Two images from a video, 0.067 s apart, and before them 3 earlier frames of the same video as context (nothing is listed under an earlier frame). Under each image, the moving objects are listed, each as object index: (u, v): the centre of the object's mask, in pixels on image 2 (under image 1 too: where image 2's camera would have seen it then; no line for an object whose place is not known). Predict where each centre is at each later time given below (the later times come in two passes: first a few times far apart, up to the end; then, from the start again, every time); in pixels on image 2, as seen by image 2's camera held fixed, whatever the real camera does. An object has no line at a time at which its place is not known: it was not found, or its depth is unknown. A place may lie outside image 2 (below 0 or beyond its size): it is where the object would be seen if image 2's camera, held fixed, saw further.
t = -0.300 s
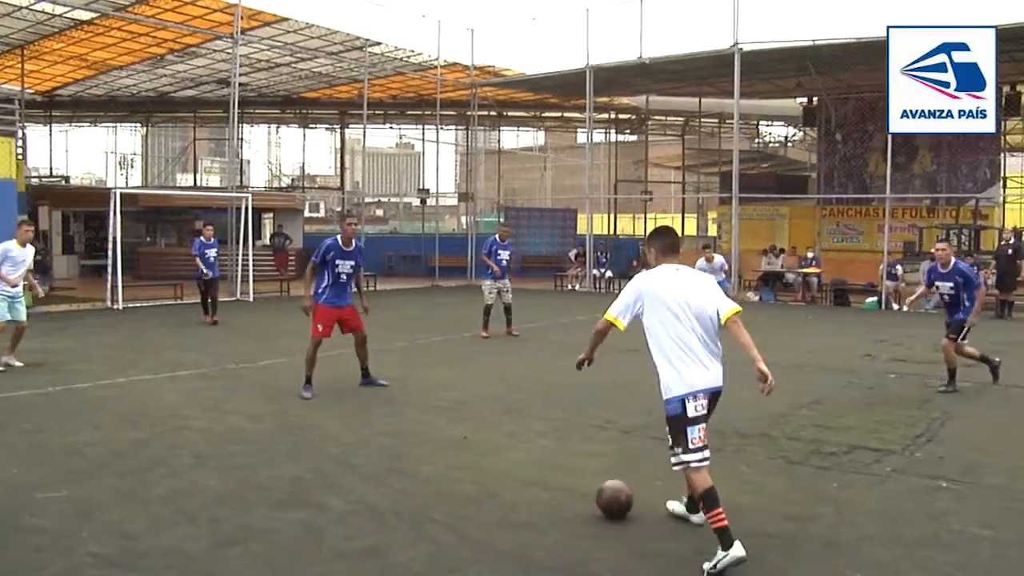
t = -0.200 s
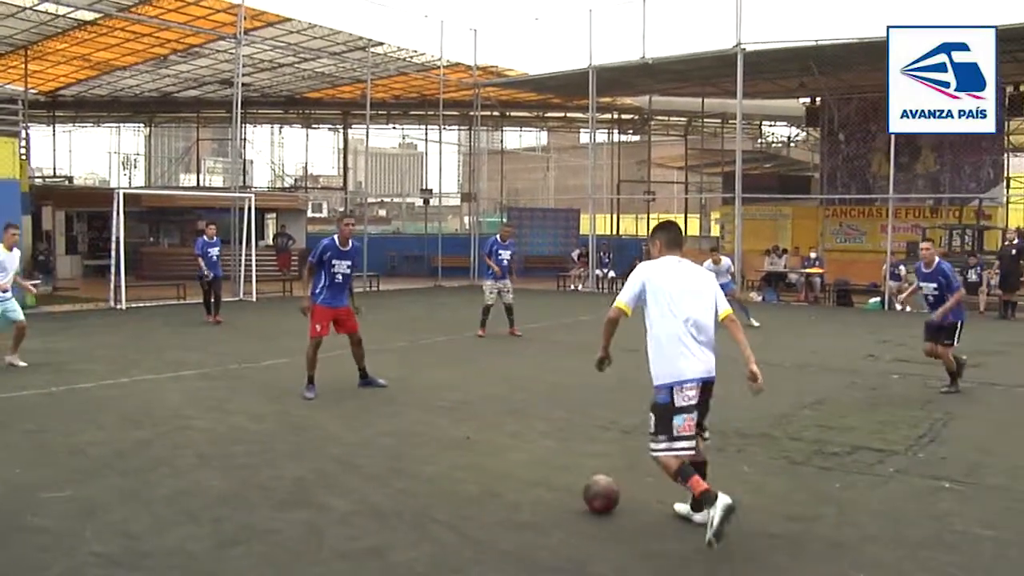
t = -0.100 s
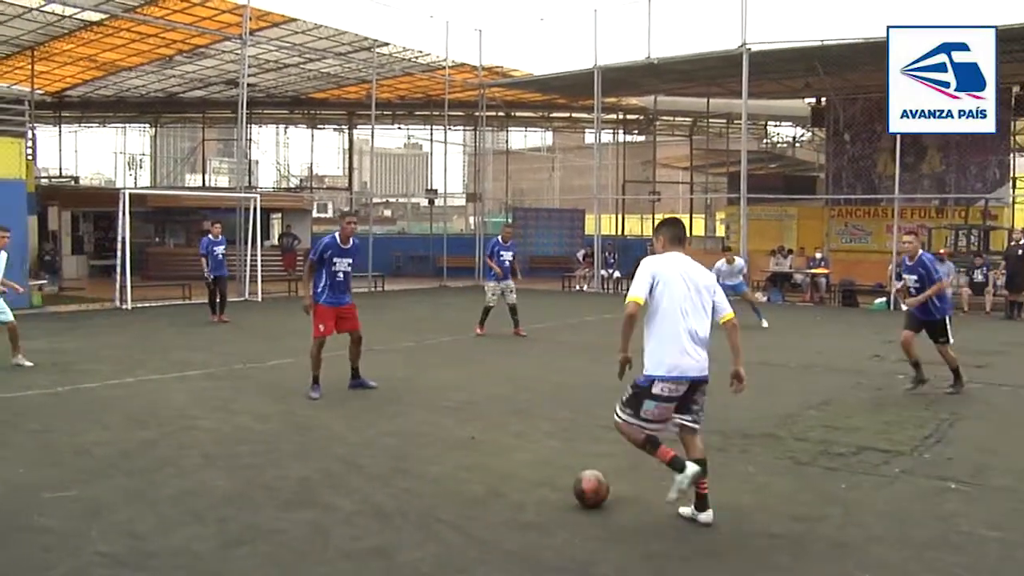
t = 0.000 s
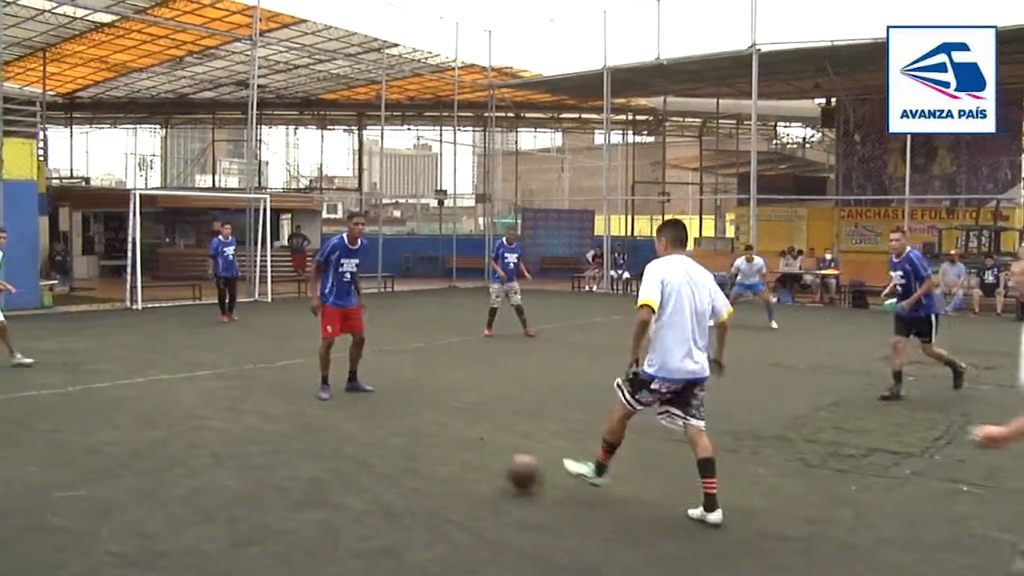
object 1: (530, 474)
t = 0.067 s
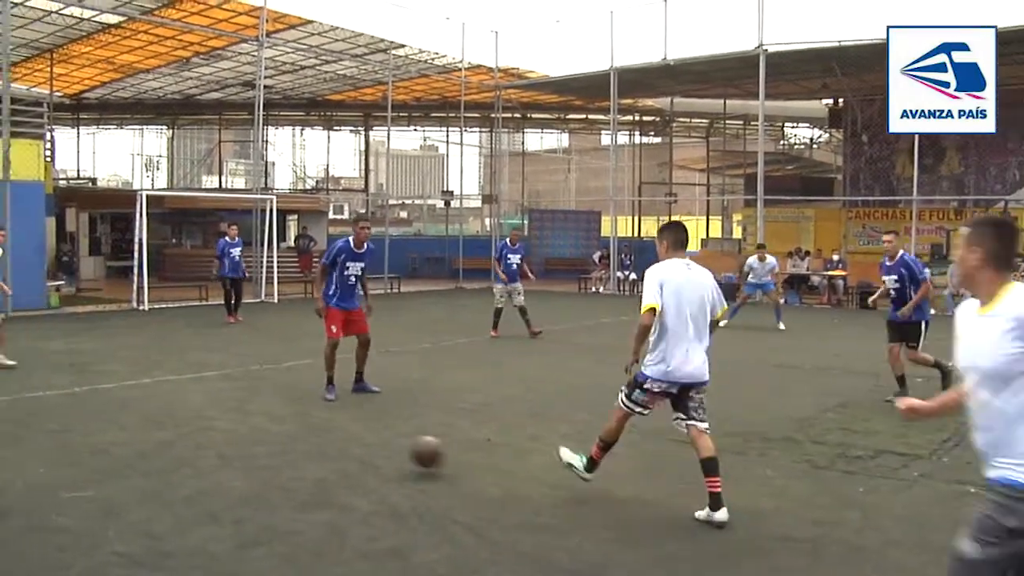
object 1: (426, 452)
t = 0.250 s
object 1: (225, 413)
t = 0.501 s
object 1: (68, 384)
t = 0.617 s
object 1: (18, 379)
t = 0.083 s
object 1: (404, 449)
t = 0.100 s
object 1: (381, 446)
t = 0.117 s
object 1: (359, 442)
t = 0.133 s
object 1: (338, 439)
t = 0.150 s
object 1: (318, 437)
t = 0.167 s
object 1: (300, 436)
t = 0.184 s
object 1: (282, 434)
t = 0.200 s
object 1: (267, 427)
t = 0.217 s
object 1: (253, 422)
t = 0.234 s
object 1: (239, 417)
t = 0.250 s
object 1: (225, 413)
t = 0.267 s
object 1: (212, 409)
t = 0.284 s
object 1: (199, 405)
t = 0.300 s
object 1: (187, 404)
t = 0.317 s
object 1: (175, 402)
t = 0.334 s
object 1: (163, 399)
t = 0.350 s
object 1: (151, 399)
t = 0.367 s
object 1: (142, 397)
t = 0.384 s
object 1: (131, 397)
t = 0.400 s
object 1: (120, 397)
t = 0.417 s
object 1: (110, 398)
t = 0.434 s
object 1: (101, 396)
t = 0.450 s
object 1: (93, 391)
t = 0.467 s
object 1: (84, 388)
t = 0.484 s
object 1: (77, 386)
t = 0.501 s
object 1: (68, 384)
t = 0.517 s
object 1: (61, 382)
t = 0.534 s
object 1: (53, 381)
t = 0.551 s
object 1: (46, 380)
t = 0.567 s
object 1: (39, 379)
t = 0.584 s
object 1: (31, 379)
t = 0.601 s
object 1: (25, 379)
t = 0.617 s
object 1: (18, 379)
